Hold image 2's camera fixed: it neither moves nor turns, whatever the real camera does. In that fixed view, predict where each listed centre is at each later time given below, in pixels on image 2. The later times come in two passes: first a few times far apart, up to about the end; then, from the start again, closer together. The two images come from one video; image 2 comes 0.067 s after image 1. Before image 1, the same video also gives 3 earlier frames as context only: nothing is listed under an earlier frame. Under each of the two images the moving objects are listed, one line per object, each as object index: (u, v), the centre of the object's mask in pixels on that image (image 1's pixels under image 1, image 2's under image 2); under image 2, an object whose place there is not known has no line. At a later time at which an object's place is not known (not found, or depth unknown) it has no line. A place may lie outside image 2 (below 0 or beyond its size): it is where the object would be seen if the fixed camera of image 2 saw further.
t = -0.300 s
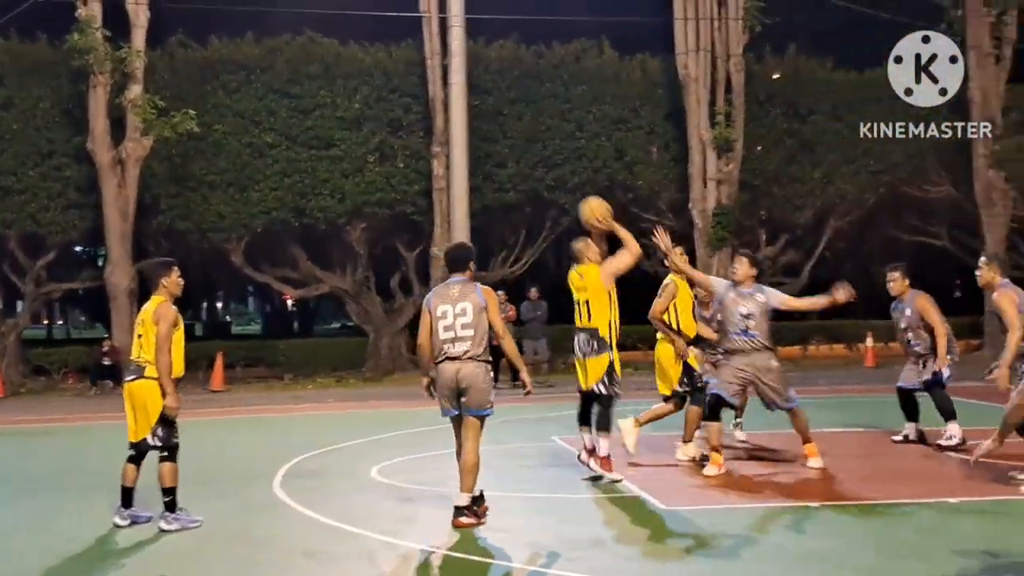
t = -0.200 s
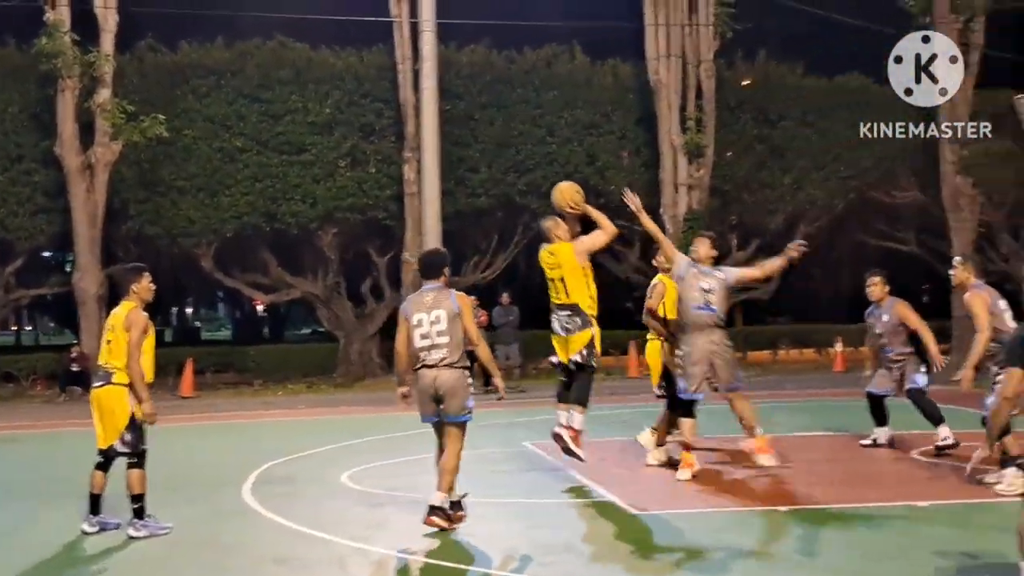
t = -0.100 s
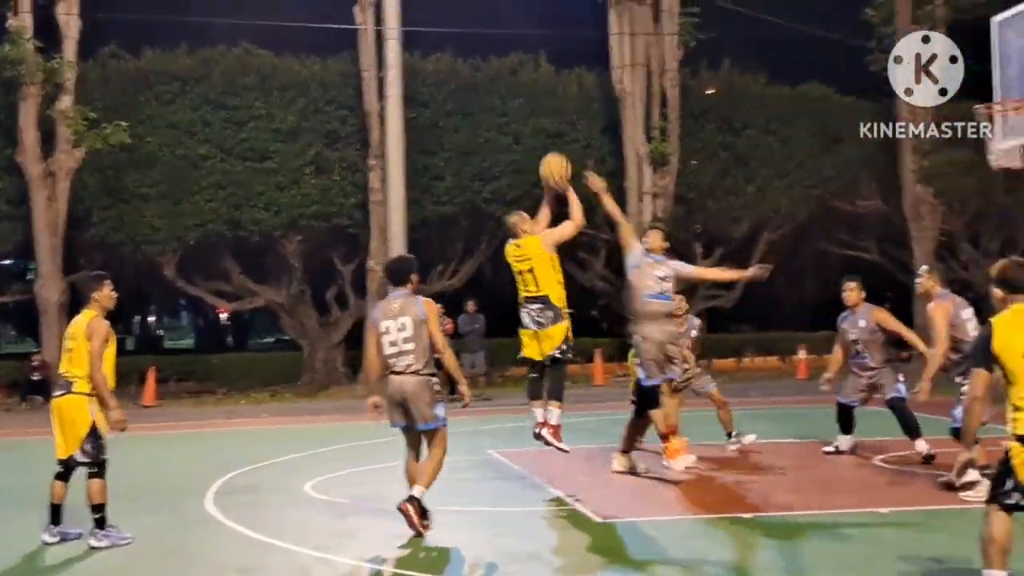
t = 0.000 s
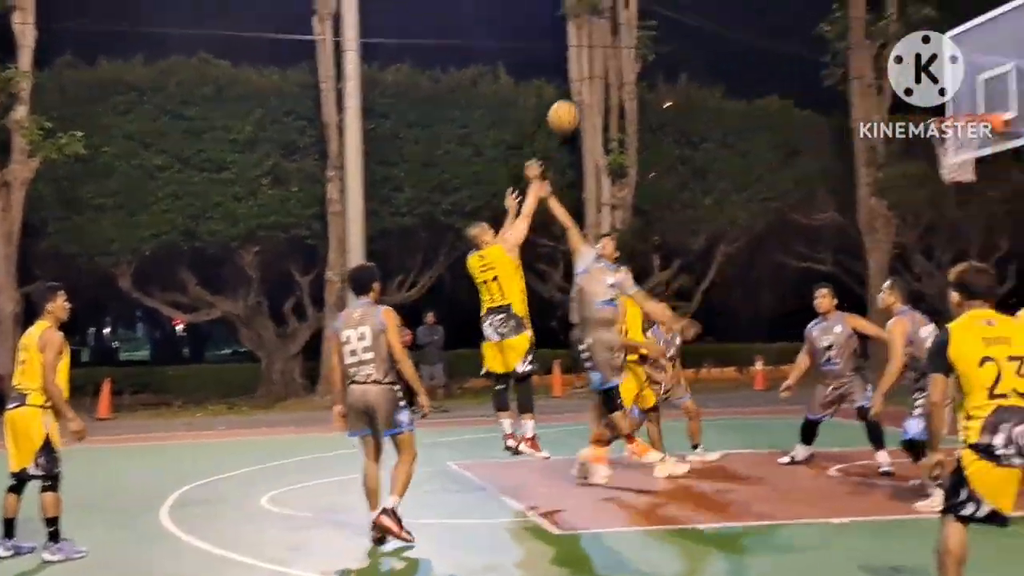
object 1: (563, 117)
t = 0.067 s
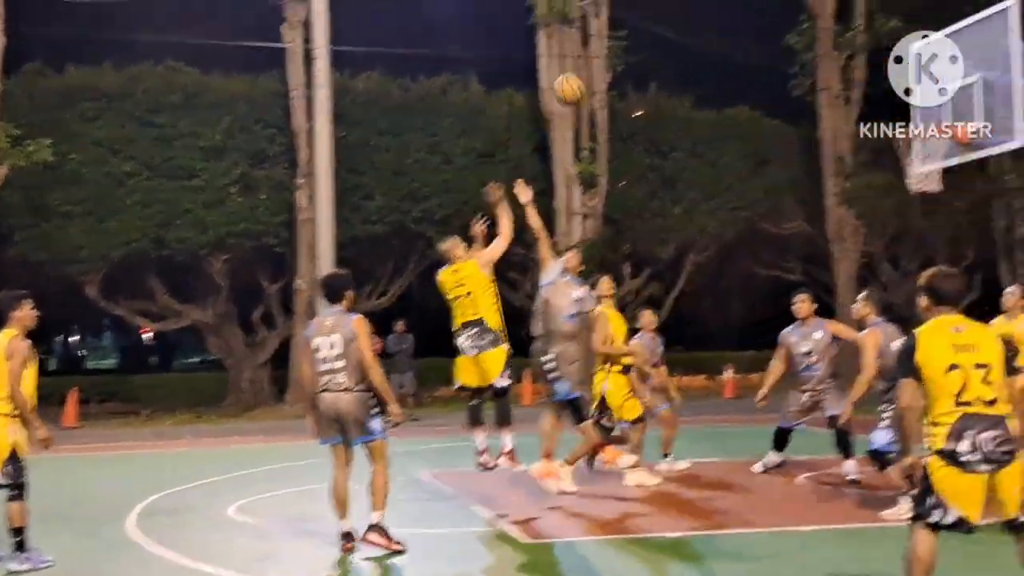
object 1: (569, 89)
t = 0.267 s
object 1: (669, 19)
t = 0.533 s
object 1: (795, 4)
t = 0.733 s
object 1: (883, 47)
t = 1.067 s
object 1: (866, 109)
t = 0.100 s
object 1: (586, 73)
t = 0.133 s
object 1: (602, 60)
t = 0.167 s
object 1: (619, 47)
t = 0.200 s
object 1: (636, 36)
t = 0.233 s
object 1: (652, 27)
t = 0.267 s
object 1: (669, 19)
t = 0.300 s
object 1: (685, 13)
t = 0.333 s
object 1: (702, 7)
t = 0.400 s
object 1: (733, 1)
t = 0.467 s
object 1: (765, 0)
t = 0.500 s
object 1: (780, 2)
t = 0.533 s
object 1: (795, 4)
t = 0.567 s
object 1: (810, 8)
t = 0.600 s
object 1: (825, 13)
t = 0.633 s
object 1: (840, 19)
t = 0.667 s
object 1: (855, 28)
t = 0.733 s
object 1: (883, 47)
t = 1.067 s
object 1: (866, 109)
